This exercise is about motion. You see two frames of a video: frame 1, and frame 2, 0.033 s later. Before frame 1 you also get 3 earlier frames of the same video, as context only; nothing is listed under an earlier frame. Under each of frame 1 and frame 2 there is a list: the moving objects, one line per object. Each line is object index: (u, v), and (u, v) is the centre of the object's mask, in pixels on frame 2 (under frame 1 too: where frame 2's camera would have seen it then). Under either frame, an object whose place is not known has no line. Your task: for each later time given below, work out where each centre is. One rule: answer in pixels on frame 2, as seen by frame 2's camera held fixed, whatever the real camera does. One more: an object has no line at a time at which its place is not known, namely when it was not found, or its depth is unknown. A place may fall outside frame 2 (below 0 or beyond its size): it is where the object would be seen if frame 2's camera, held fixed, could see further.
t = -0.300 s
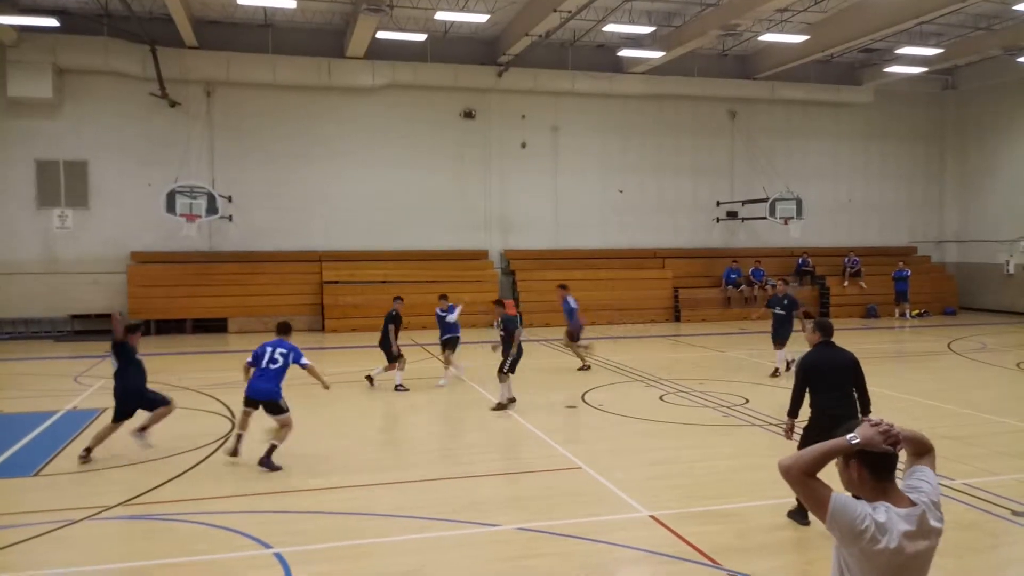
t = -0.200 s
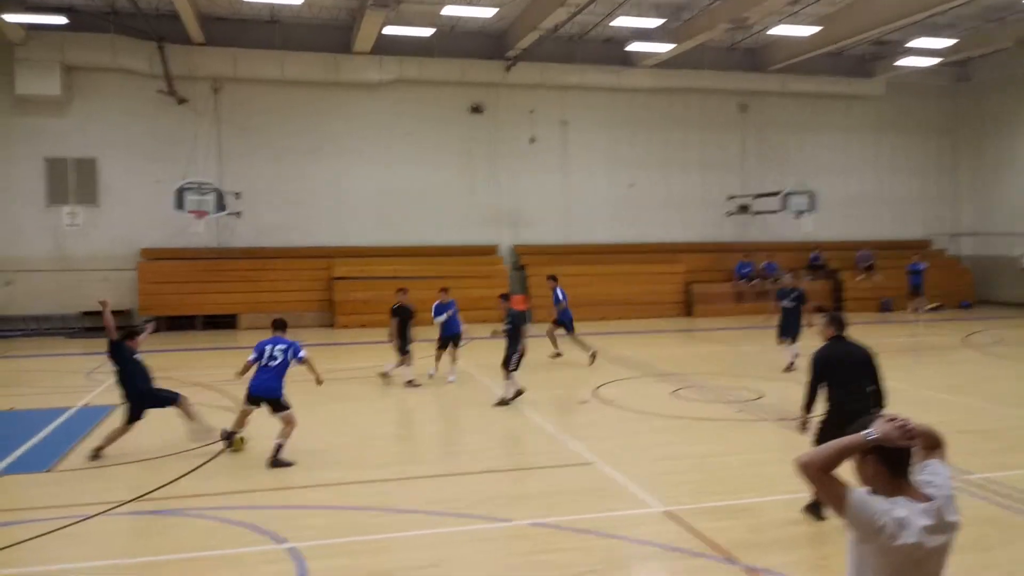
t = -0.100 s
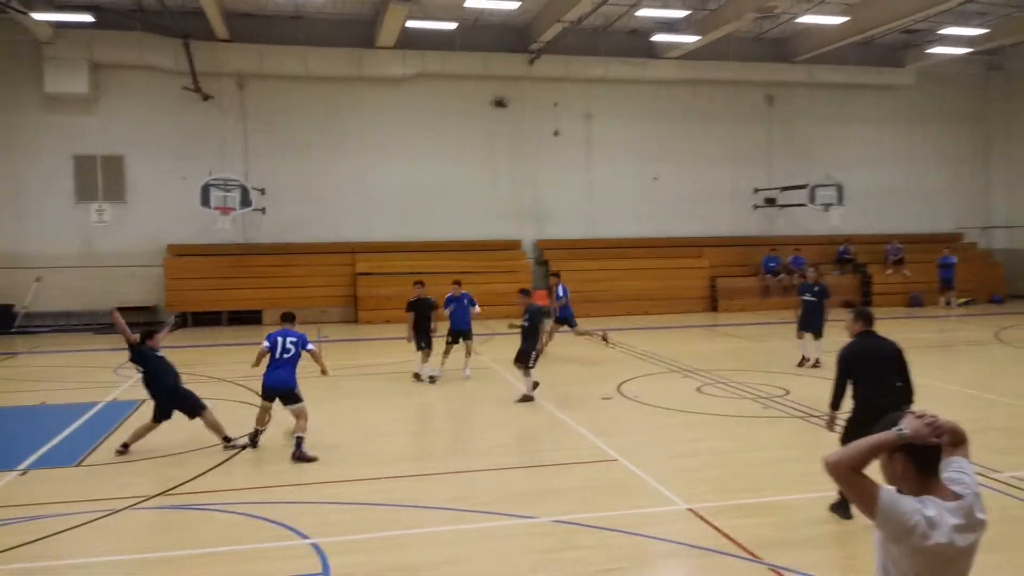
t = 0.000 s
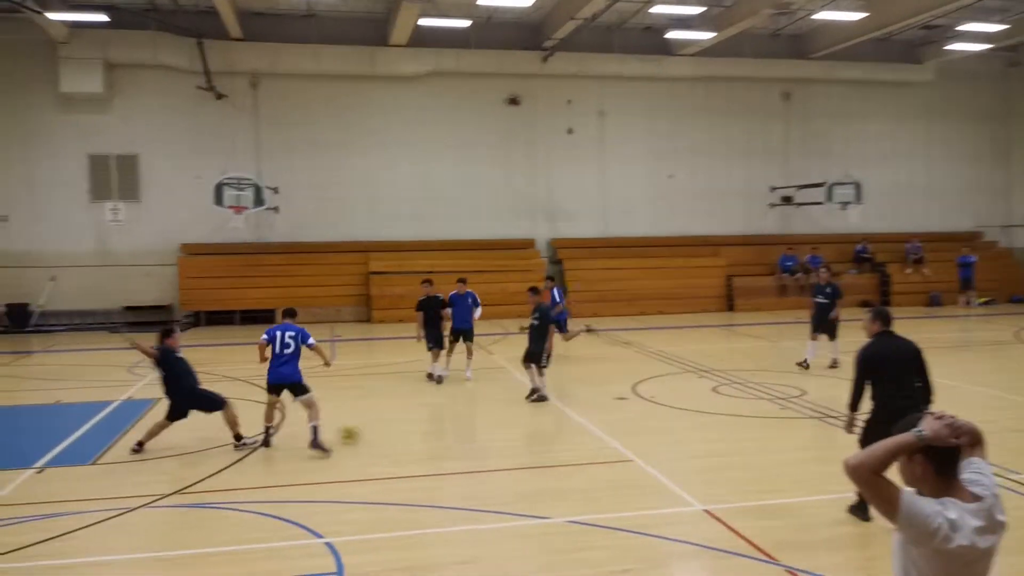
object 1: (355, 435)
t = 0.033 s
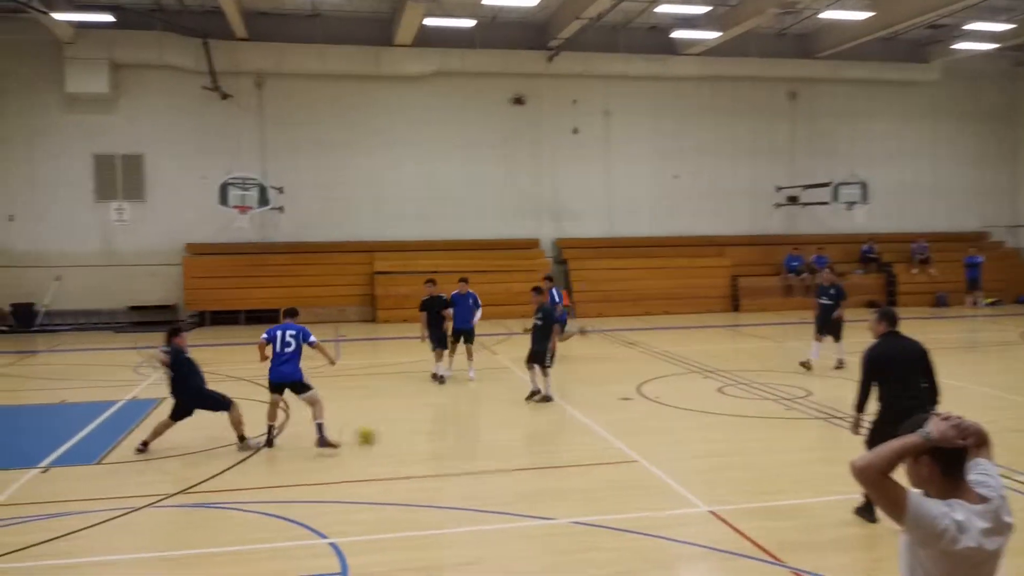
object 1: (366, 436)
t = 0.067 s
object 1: (376, 434)
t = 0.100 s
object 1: (387, 435)
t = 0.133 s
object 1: (398, 435)
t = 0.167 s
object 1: (409, 436)
